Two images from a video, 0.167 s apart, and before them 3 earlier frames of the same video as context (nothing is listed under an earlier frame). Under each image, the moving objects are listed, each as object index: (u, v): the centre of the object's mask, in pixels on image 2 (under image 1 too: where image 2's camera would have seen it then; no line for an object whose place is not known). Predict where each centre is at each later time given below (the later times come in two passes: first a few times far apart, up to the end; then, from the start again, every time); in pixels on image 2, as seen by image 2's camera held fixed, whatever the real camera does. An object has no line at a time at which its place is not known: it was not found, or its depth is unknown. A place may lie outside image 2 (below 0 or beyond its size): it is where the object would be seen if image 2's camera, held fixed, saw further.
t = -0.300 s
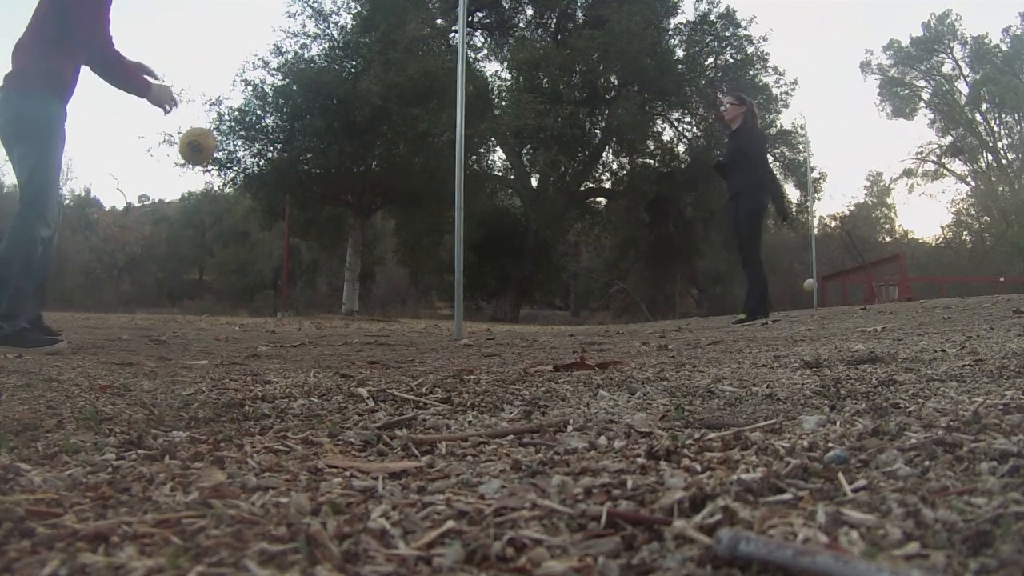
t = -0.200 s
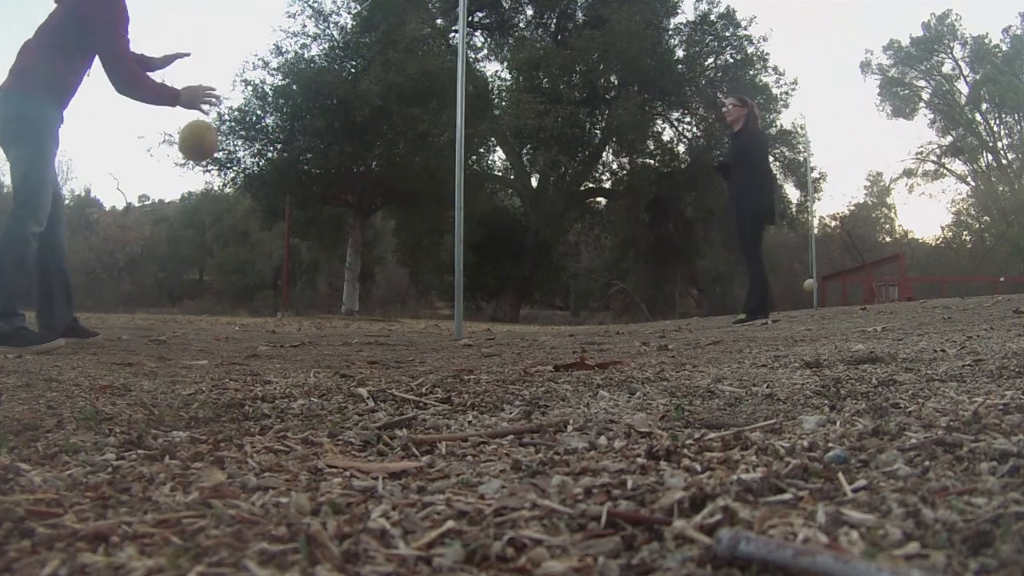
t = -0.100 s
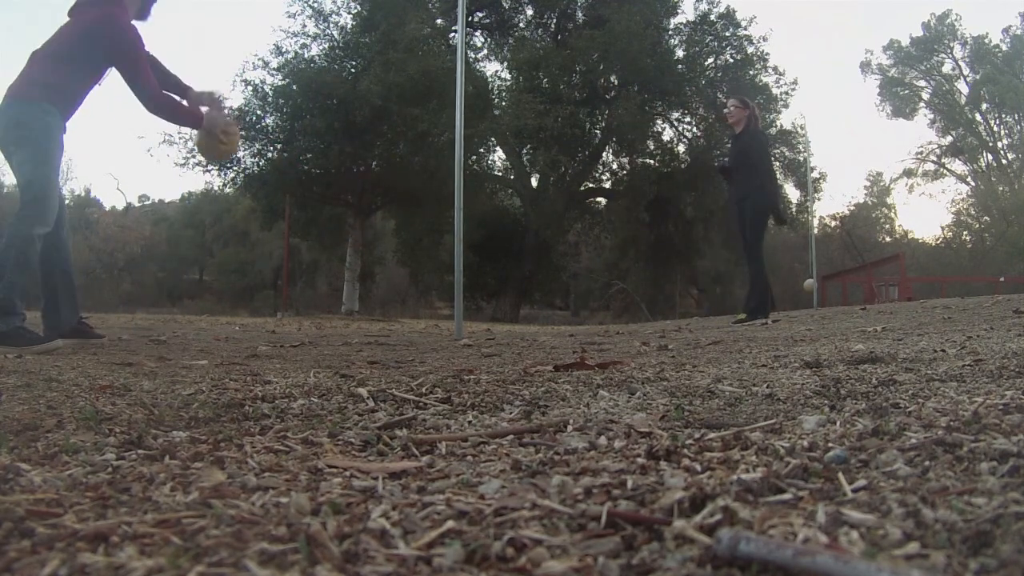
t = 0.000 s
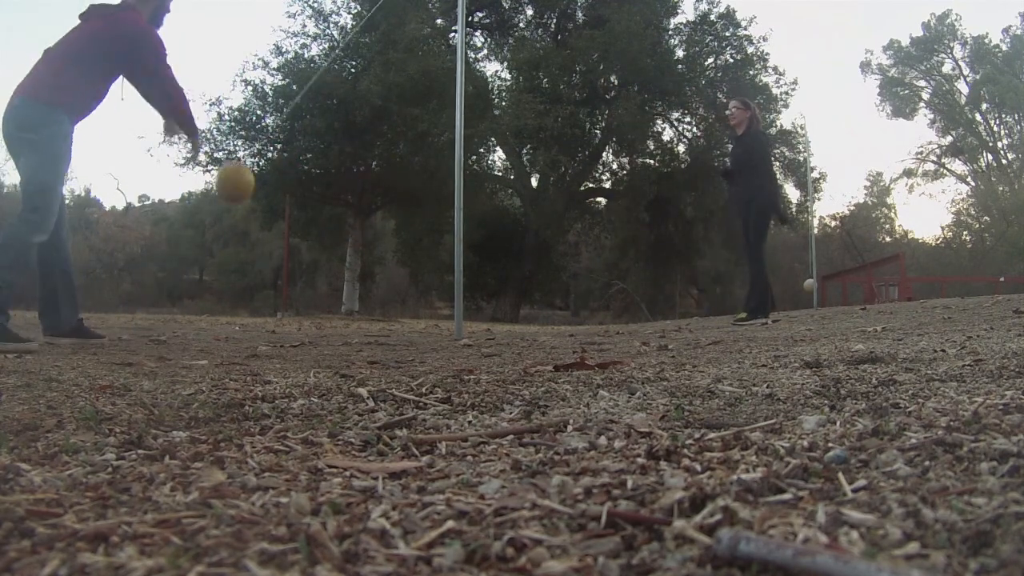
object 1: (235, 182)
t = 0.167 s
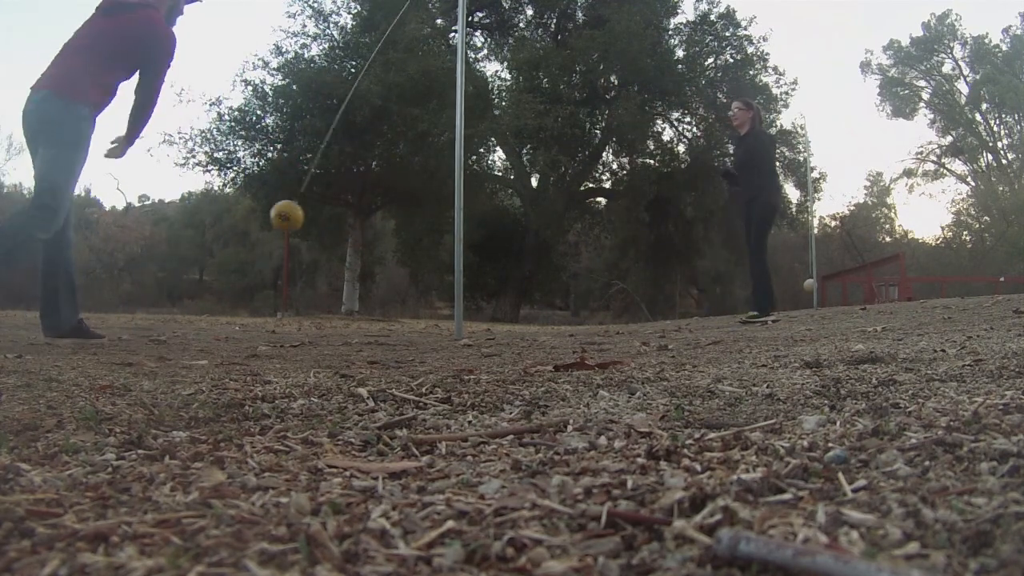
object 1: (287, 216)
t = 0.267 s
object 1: (327, 217)
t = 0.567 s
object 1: (446, 187)
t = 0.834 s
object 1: (544, 165)
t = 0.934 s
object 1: (575, 164)
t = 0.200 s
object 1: (300, 218)
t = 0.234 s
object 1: (313, 219)
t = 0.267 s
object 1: (327, 217)
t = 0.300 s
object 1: (341, 216)
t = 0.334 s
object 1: (355, 214)
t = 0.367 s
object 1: (369, 210)
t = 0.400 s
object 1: (382, 207)
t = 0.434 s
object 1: (396, 204)
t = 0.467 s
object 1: (409, 200)
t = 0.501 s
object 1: (423, 196)
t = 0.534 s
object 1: (436, 192)
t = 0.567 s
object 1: (446, 187)
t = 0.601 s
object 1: (468, 181)
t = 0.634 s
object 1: (474, 179)
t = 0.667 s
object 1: (486, 176)
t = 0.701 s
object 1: (499, 173)
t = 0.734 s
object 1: (511, 170)
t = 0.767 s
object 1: (522, 168)
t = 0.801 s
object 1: (532, 167)
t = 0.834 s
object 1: (544, 165)
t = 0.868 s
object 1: (554, 164)
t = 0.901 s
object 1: (565, 164)
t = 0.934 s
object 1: (575, 164)
